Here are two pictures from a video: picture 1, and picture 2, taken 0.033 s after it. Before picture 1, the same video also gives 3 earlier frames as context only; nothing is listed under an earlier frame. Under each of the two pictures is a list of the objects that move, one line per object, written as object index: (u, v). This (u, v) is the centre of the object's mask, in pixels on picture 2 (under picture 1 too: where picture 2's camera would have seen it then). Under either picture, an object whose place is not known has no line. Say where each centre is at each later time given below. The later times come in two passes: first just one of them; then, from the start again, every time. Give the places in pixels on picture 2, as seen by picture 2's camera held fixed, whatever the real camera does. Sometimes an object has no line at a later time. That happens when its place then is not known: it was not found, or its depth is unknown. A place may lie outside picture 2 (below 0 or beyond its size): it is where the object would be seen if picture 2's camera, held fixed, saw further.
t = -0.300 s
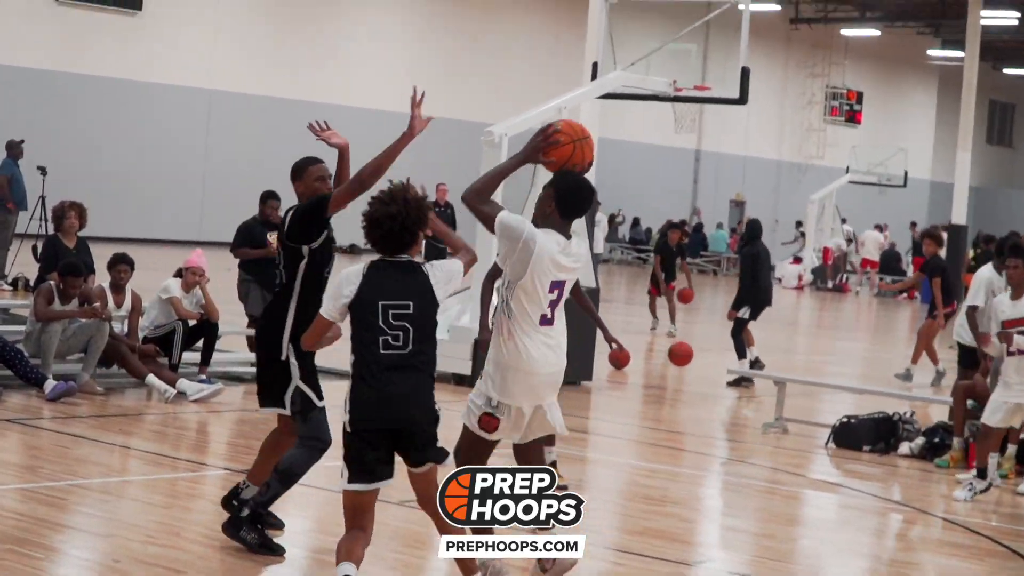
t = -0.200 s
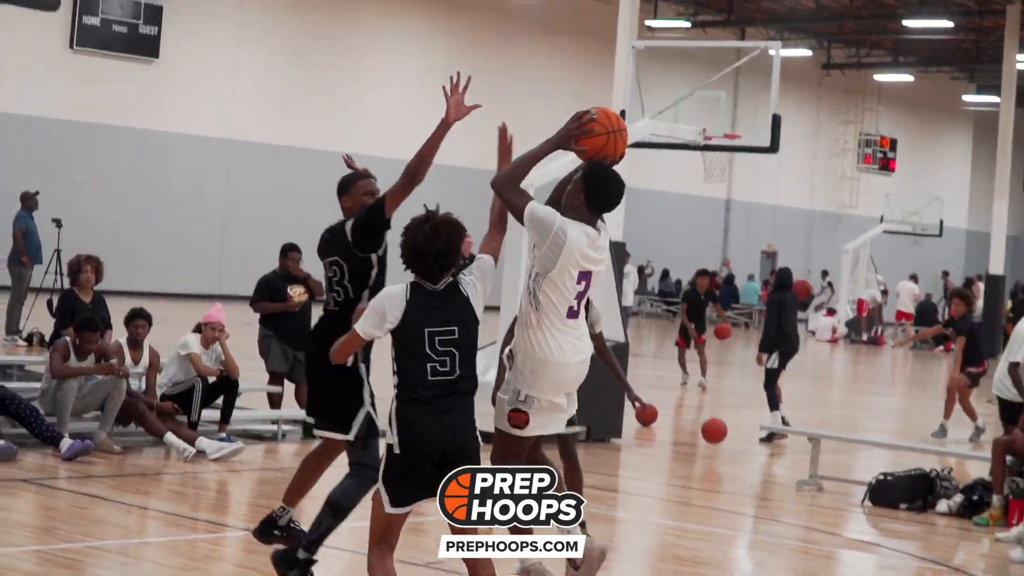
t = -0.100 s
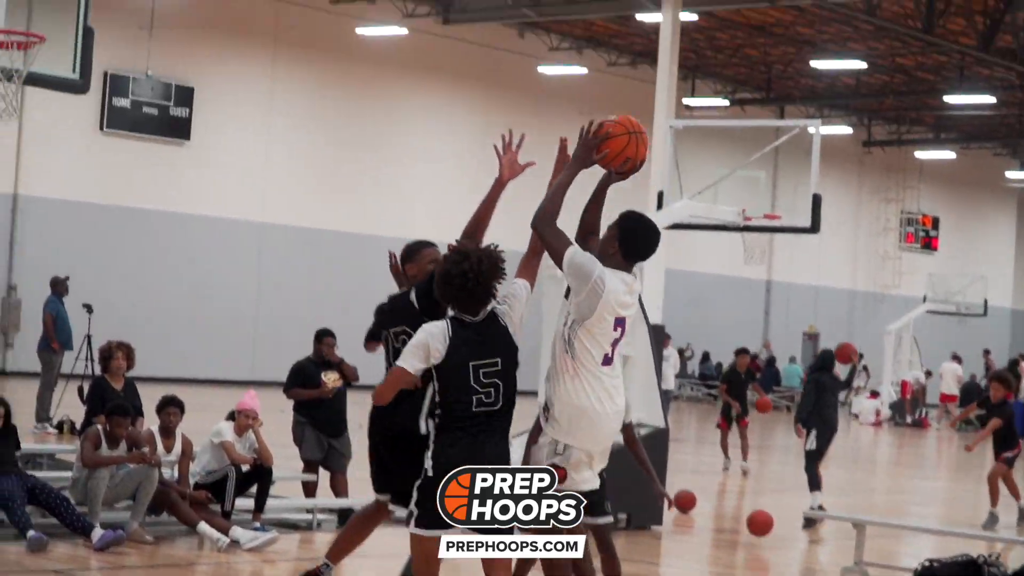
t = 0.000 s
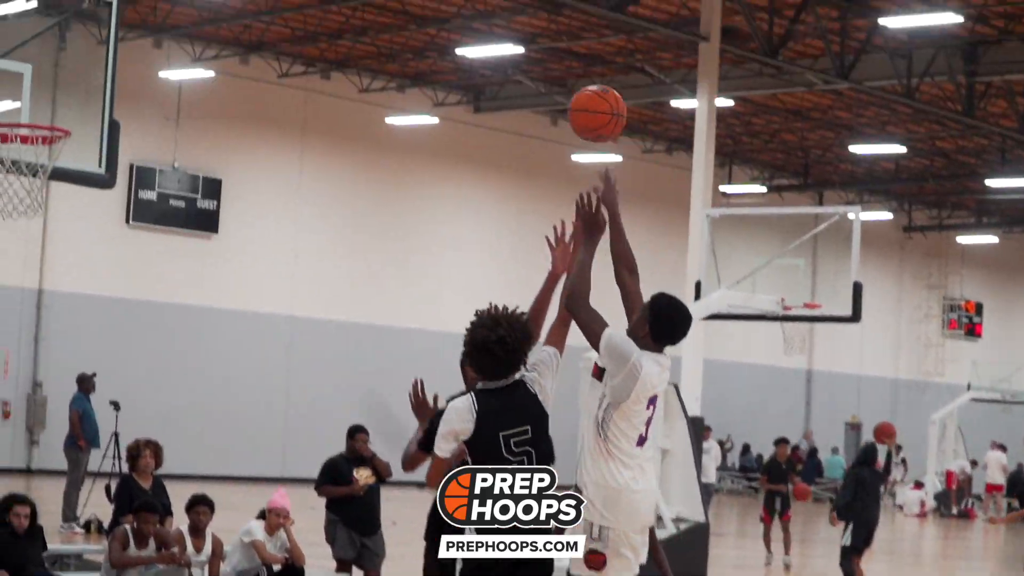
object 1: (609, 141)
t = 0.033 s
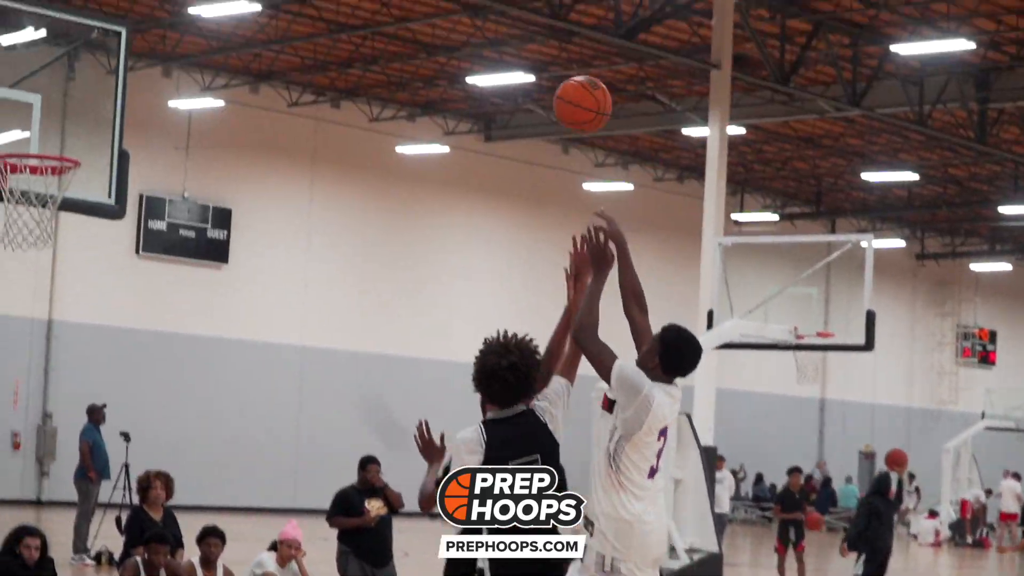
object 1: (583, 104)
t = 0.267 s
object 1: (415, -71)
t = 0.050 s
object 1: (570, 87)
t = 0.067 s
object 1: (558, 70)
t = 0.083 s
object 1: (545, 54)
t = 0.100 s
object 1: (533, 39)
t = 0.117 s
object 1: (521, 24)
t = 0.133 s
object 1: (508, 11)
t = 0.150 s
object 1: (496, -1)
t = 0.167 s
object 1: (484, -13)
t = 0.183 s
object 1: (472, -24)
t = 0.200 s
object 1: (460, -35)
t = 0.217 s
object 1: (449, -45)
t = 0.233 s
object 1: (437, -54)
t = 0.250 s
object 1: (426, -63)
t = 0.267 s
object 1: (415, -71)
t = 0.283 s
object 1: (404, -78)
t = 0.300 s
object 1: (393, -84)
